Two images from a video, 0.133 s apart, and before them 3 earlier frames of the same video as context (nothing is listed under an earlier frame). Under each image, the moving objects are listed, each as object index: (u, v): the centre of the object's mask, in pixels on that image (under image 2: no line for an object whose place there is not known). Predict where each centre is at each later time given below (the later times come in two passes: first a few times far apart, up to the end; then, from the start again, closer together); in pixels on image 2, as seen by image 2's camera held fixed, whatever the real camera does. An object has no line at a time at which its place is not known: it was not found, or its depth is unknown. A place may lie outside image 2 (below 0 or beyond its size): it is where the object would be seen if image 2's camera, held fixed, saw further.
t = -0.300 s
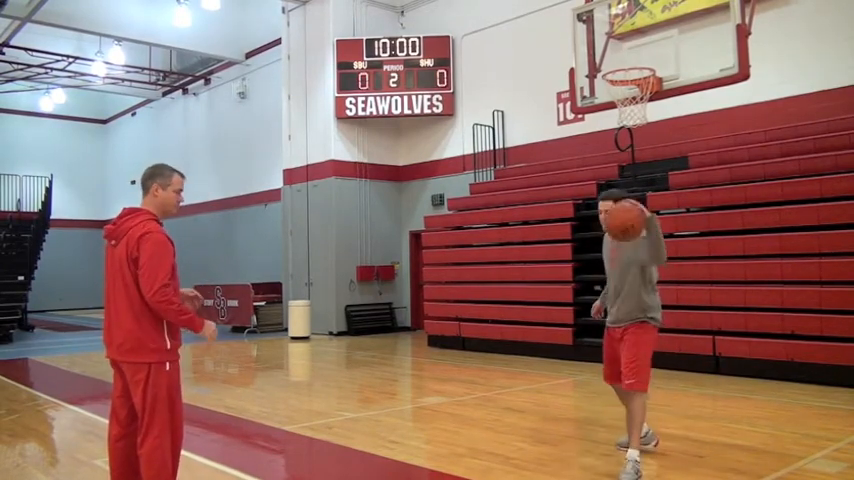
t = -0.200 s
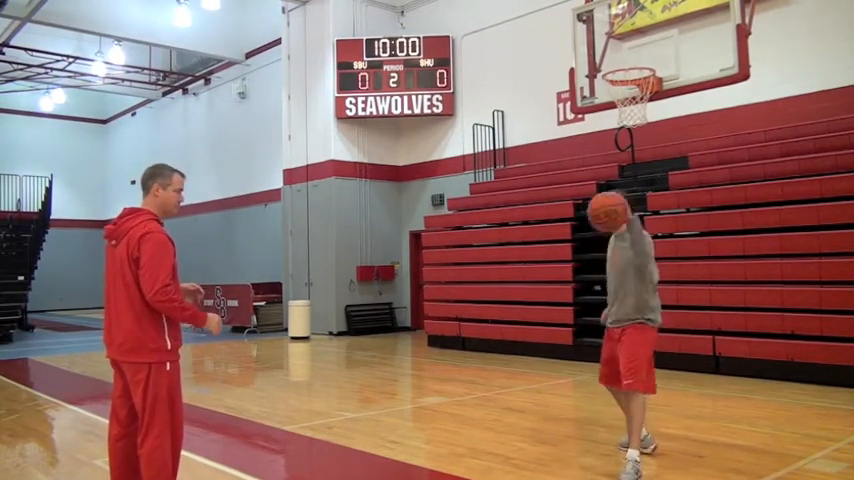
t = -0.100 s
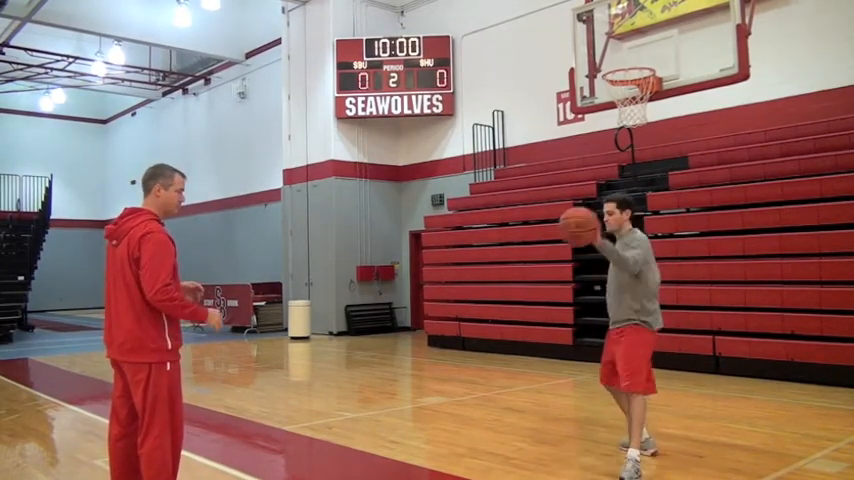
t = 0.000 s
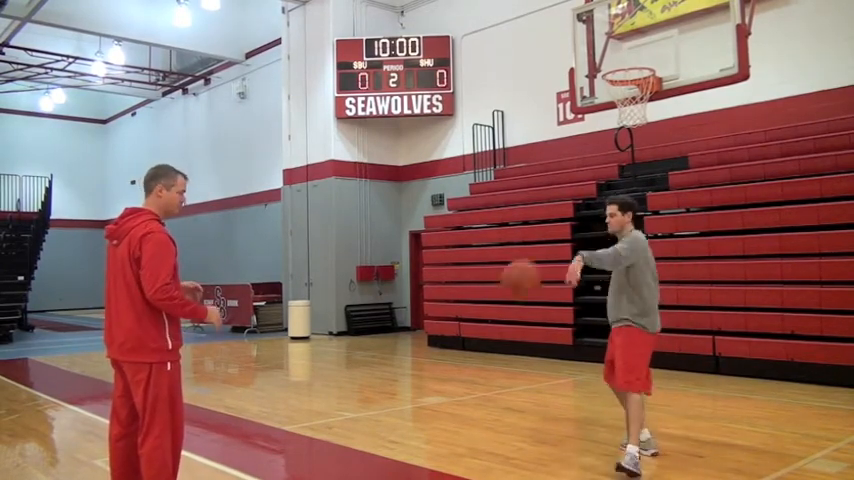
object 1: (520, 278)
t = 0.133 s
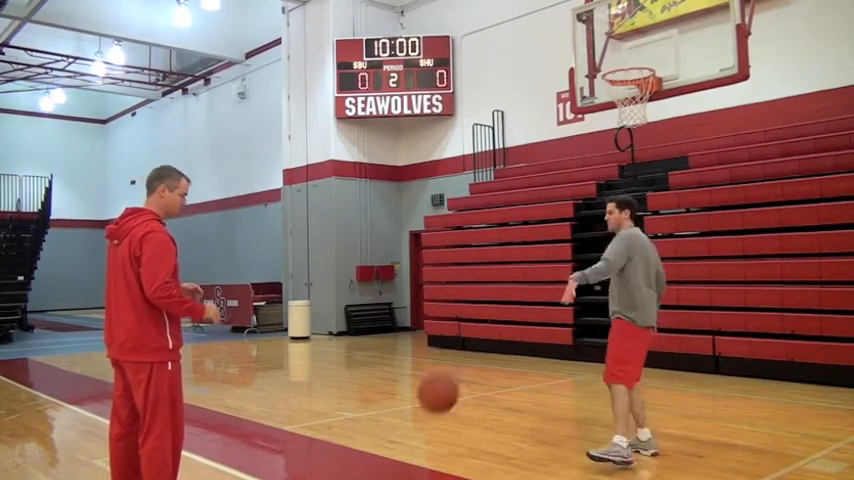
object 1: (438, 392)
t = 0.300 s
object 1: (356, 425)
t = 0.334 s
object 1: (345, 402)
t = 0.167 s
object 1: (417, 425)
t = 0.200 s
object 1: (396, 460)
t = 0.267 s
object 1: (367, 451)
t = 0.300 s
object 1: (356, 425)
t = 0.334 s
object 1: (345, 402)
